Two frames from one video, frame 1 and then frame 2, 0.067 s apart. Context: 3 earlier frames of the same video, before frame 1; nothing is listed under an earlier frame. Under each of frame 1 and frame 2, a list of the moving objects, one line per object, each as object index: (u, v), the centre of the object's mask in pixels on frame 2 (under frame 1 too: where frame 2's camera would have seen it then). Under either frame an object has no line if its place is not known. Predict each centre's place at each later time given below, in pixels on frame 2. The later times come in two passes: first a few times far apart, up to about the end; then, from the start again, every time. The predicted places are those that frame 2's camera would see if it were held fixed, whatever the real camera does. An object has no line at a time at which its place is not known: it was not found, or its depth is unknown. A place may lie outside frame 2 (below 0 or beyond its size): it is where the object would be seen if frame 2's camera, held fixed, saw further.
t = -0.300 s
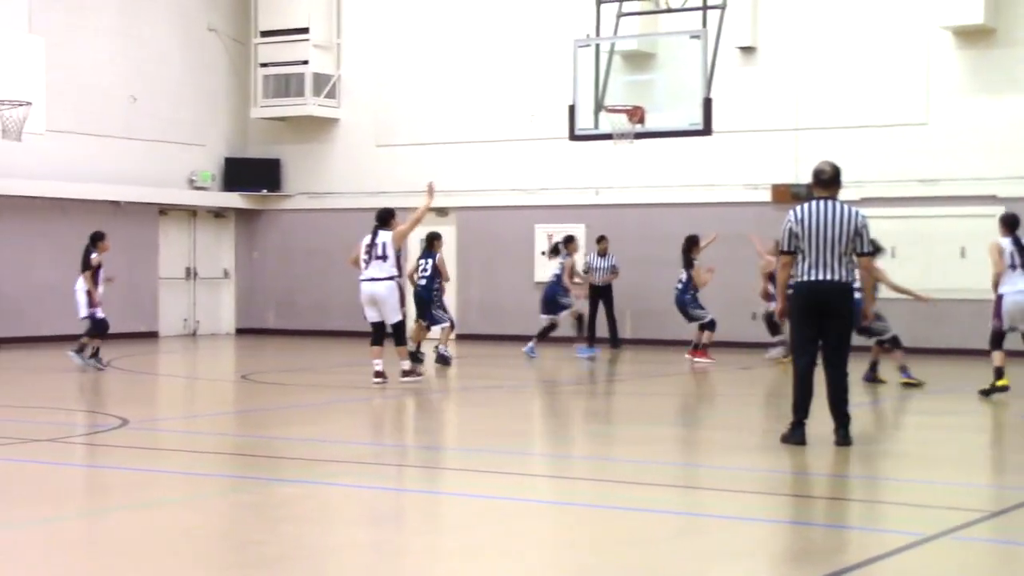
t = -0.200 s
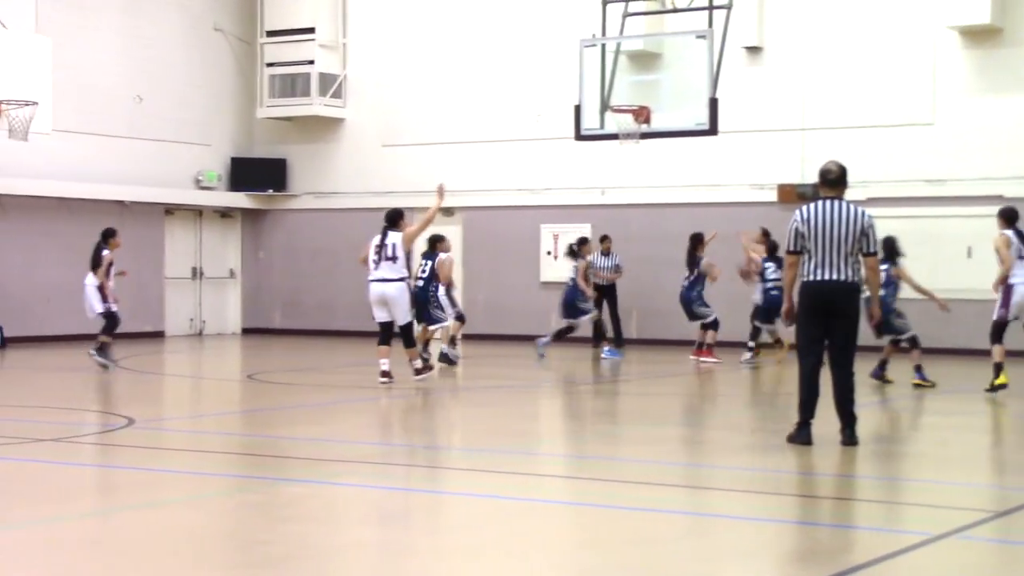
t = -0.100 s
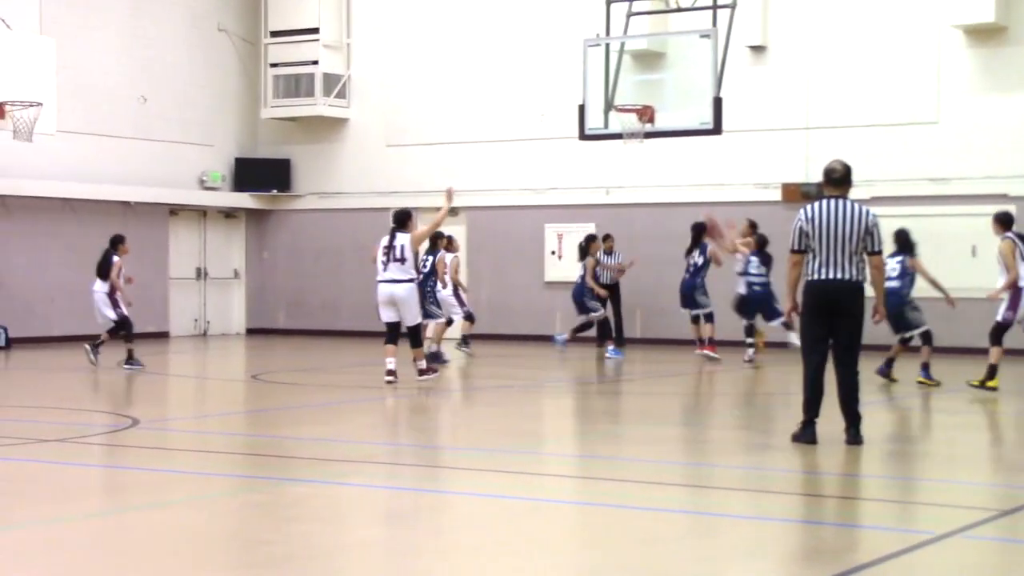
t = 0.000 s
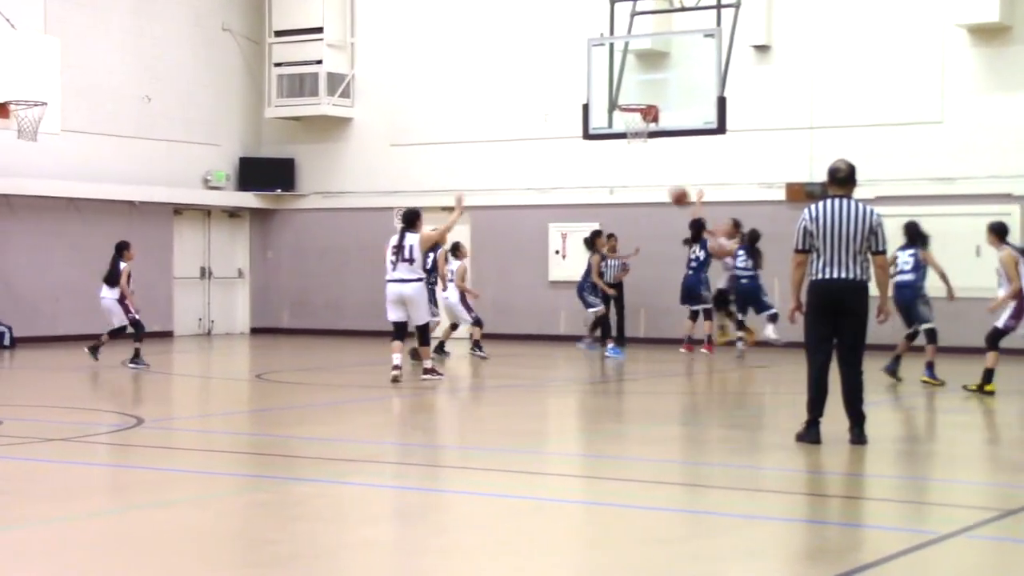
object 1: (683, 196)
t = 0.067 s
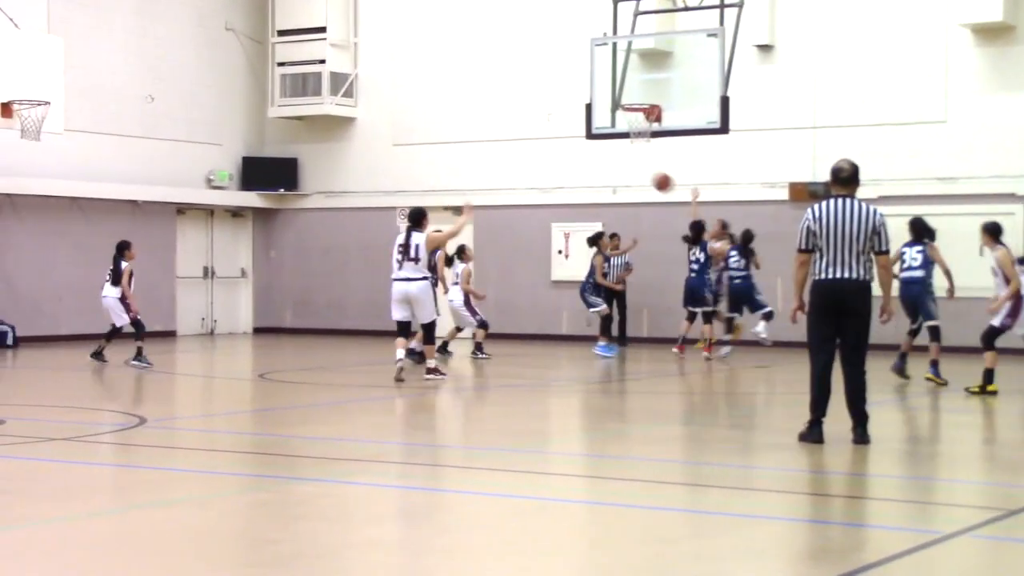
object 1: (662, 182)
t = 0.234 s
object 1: (608, 161)
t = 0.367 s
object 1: (561, 160)
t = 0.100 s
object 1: (652, 176)
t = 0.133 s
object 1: (641, 171)
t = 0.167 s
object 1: (631, 166)
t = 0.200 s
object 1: (619, 163)
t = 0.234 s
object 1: (608, 161)
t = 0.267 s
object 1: (597, 159)
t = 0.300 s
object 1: (585, 158)
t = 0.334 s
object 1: (573, 159)
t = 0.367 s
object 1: (561, 160)
